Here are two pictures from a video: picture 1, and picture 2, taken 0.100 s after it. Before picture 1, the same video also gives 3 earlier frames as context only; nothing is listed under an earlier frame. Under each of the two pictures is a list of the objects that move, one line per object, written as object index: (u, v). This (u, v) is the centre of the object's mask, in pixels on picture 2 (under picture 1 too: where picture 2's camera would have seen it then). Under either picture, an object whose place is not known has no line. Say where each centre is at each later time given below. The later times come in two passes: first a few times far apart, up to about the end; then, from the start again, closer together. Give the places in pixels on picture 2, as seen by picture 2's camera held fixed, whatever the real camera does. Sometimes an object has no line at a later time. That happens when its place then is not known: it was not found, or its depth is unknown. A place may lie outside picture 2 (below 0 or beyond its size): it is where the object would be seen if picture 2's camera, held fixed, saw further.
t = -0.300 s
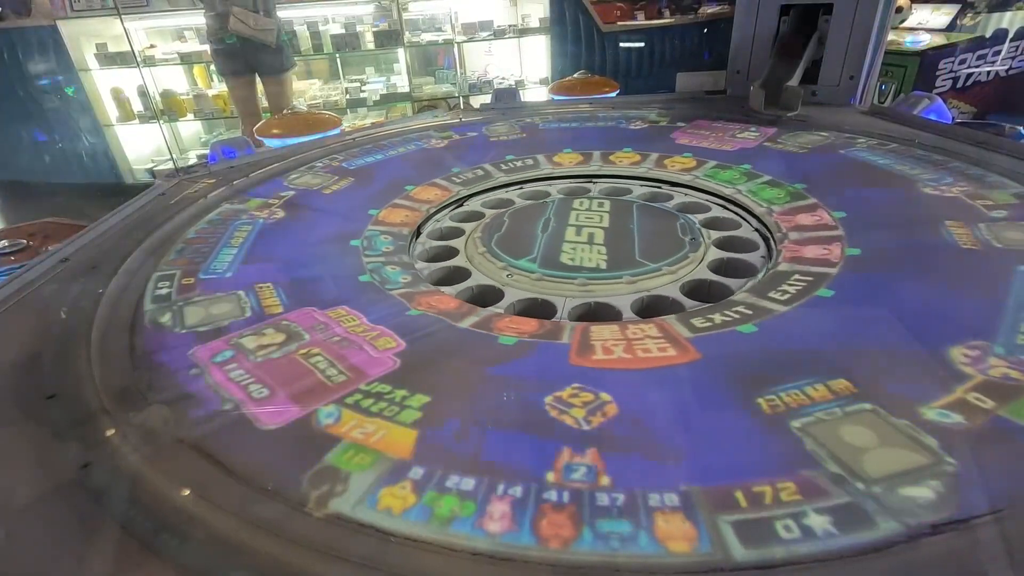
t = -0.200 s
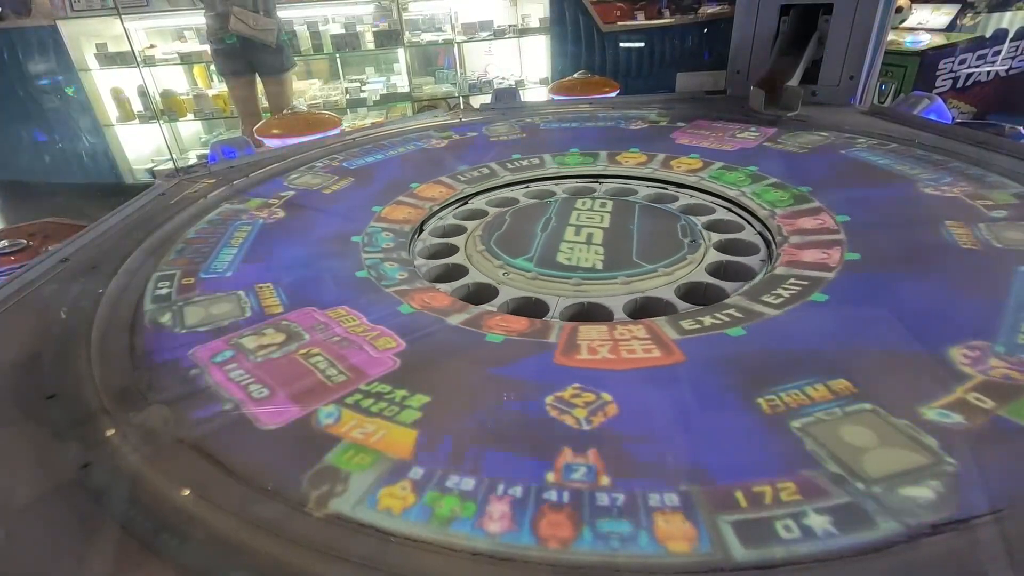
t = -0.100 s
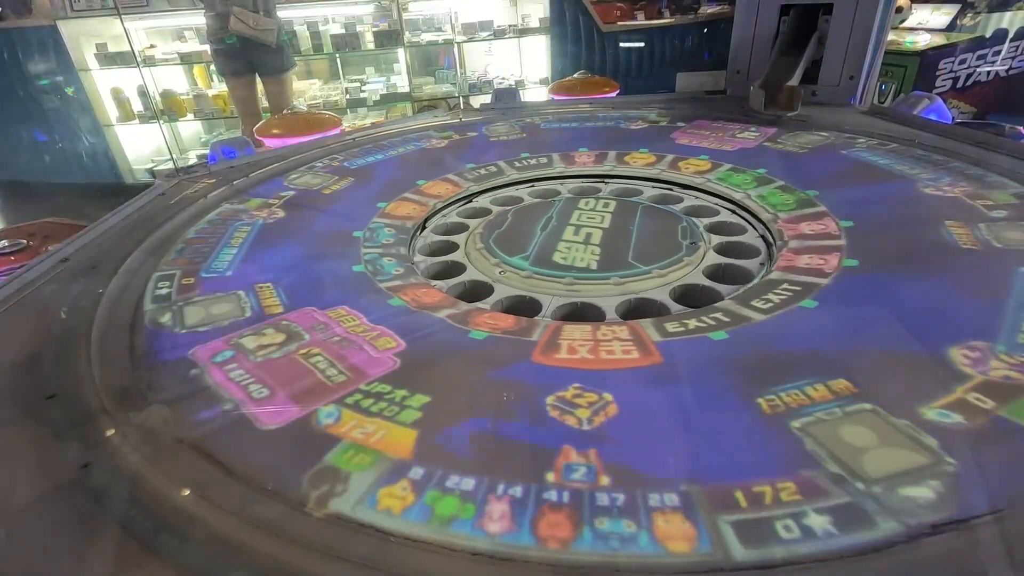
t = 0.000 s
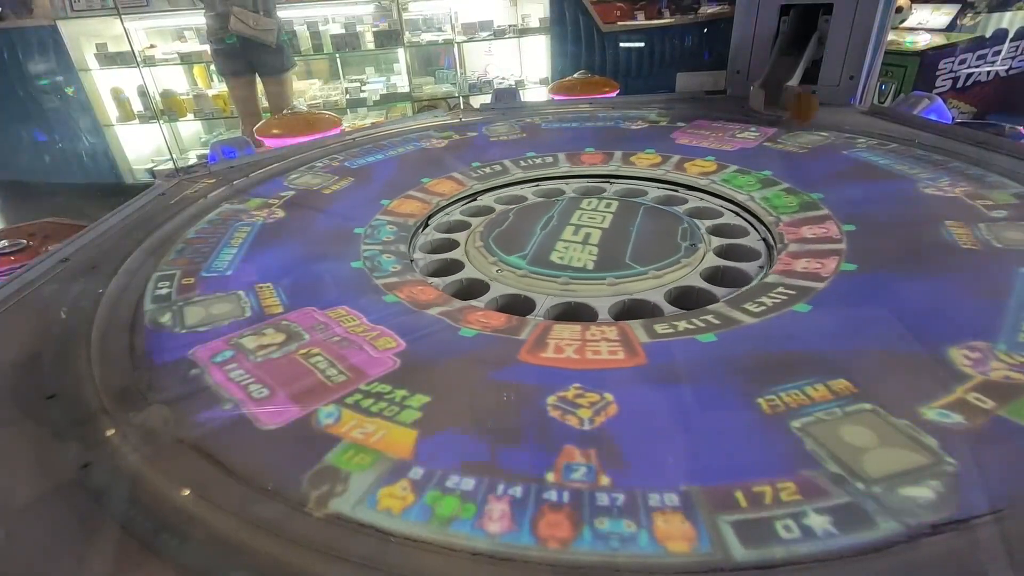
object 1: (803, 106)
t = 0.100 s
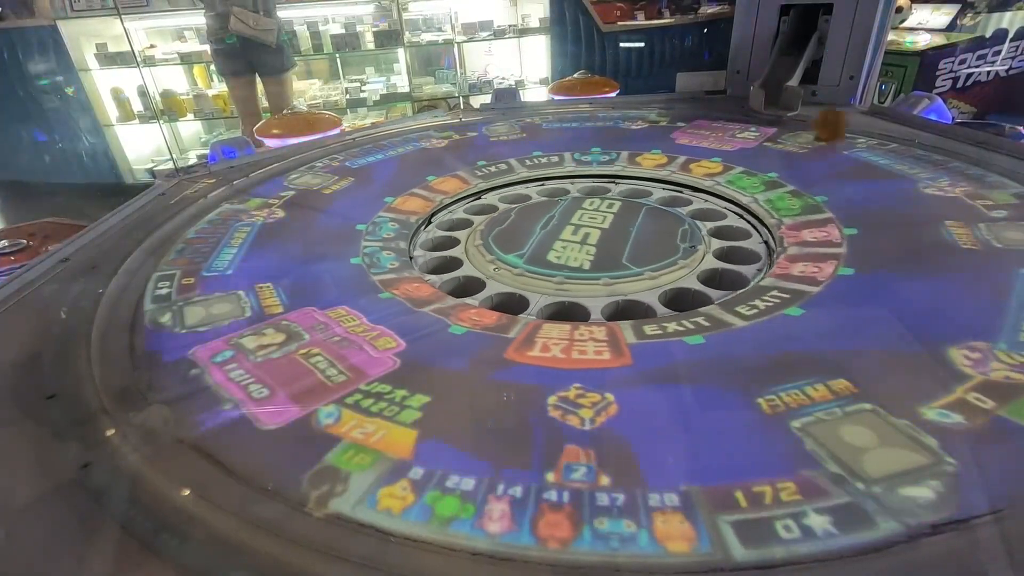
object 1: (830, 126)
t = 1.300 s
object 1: (986, 486)
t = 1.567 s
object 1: (676, 533)
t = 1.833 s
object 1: (355, 502)
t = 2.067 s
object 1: (187, 428)
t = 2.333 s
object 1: (136, 347)
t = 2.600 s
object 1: (165, 284)
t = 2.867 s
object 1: (216, 231)
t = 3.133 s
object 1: (280, 194)
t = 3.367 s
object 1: (341, 169)
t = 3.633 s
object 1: (414, 149)
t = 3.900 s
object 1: (491, 136)
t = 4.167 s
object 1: (574, 131)
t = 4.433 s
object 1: (661, 135)
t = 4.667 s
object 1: (741, 147)
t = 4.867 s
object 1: (807, 165)
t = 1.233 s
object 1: (1012, 455)
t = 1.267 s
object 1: (1001, 474)
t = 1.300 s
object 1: (986, 486)
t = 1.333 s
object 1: (967, 504)
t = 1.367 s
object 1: (937, 514)
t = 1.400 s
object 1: (897, 522)
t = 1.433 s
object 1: (855, 526)
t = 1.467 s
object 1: (812, 528)
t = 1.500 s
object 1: (767, 531)
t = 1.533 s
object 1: (721, 532)
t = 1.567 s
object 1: (676, 533)
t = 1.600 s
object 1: (632, 533)
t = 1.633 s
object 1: (586, 532)
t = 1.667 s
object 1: (543, 531)
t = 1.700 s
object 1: (501, 529)
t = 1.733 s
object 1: (461, 526)
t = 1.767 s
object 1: (424, 520)
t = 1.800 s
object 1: (388, 512)
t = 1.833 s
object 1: (355, 502)
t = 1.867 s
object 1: (322, 493)
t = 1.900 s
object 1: (295, 484)
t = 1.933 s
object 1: (268, 473)
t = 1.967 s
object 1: (243, 461)
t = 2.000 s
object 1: (222, 450)
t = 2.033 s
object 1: (204, 440)
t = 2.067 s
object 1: (187, 428)
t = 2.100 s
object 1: (174, 415)
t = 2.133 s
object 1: (159, 401)
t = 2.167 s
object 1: (150, 393)
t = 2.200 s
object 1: (141, 386)
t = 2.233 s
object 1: (138, 373)
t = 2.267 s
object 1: (136, 362)
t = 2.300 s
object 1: (135, 353)
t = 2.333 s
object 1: (136, 347)
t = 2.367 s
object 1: (136, 339)
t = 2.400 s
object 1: (139, 331)
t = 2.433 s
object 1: (141, 321)
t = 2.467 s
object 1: (145, 313)
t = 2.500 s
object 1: (150, 305)
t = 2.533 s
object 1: (154, 298)
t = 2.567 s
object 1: (159, 291)
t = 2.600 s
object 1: (165, 284)
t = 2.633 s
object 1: (169, 277)
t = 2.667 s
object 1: (177, 268)
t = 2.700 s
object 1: (181, 262)
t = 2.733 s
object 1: (188, 255)
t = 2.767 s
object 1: (194, 249)
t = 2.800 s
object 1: (201, 243)
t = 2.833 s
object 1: (208, 236)
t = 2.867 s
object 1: (216, 231)
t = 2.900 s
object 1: (224, 226)
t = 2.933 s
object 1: (231, 220)
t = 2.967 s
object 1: (239, 215)
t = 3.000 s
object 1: (247, 211)
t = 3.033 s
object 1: (255, 206)
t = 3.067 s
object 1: (264, 202)
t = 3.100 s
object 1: (271, 198)
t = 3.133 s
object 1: (280, 194)
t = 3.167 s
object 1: (289, 189)
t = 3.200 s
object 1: (297, 186)
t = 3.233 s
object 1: (305, 181)
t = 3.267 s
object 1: (314, 179)
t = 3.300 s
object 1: (323, 175)
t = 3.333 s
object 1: (332, 172)
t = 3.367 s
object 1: (341, 169)
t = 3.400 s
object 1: (349, 166)
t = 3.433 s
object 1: (358, 163)
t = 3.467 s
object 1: (367, 160)
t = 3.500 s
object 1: (377, 158)
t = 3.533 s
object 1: (385, 155)
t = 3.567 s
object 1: (395, 153)
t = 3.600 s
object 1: (405, 151)
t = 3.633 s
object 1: (414, 149)
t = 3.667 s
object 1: (424, 147)
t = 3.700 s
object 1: (433, 145)
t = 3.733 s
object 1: (443, 143)
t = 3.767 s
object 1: (452, 141)
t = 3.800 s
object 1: (462, 139)
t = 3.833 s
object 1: (472, 138)
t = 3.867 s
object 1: (481, 137)
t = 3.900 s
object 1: (491, 136)
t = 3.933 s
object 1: (501, 135)
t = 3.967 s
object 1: (511, 134)
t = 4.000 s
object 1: (522, 133)
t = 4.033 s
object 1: (532, 132)
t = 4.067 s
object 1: (542, 132)
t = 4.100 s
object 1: (552, 132)
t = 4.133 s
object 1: (563, 131)
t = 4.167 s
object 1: (574, 131)
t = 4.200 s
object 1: (584, 131)
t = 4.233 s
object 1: (595, 131)
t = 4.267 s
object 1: (605, 131)
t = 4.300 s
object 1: (617, 132)
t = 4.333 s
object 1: (627, 133)
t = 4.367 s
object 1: (638, 133)
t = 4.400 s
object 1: (650, 134)
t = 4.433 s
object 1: (661, 135)
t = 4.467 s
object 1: (672, 137)
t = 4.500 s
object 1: (684, 138)
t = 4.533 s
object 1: (695, 139)
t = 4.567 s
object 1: (706, 140)
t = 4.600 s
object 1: (718, 143)
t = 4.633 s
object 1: (730, 145)
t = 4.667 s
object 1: (741, 147)
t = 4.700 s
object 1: (752, 149)
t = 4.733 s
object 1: (764, 152)
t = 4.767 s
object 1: (775, 155)
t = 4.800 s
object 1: (786, 158)
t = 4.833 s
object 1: (797, 161)
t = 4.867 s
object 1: (807, 165)
